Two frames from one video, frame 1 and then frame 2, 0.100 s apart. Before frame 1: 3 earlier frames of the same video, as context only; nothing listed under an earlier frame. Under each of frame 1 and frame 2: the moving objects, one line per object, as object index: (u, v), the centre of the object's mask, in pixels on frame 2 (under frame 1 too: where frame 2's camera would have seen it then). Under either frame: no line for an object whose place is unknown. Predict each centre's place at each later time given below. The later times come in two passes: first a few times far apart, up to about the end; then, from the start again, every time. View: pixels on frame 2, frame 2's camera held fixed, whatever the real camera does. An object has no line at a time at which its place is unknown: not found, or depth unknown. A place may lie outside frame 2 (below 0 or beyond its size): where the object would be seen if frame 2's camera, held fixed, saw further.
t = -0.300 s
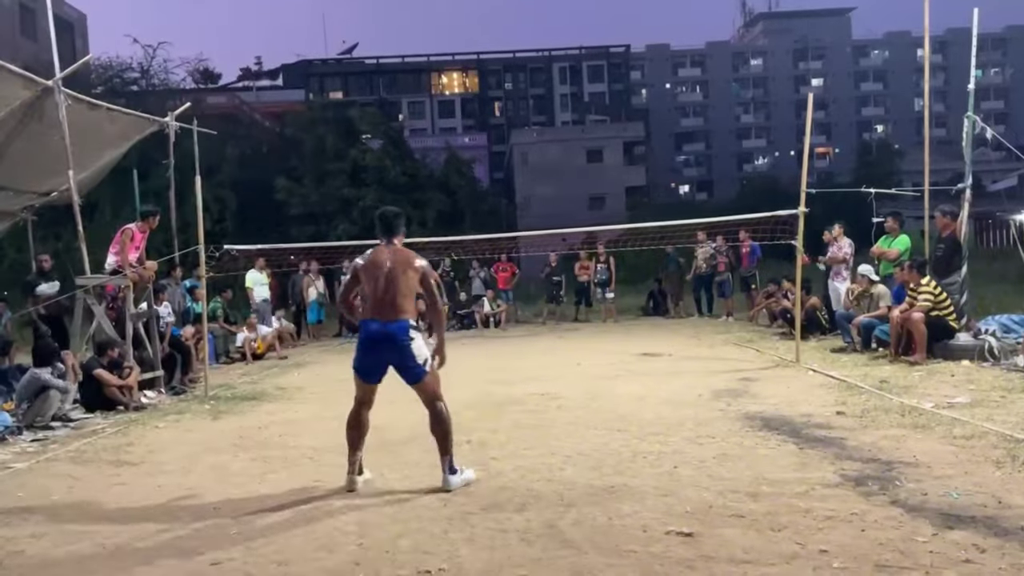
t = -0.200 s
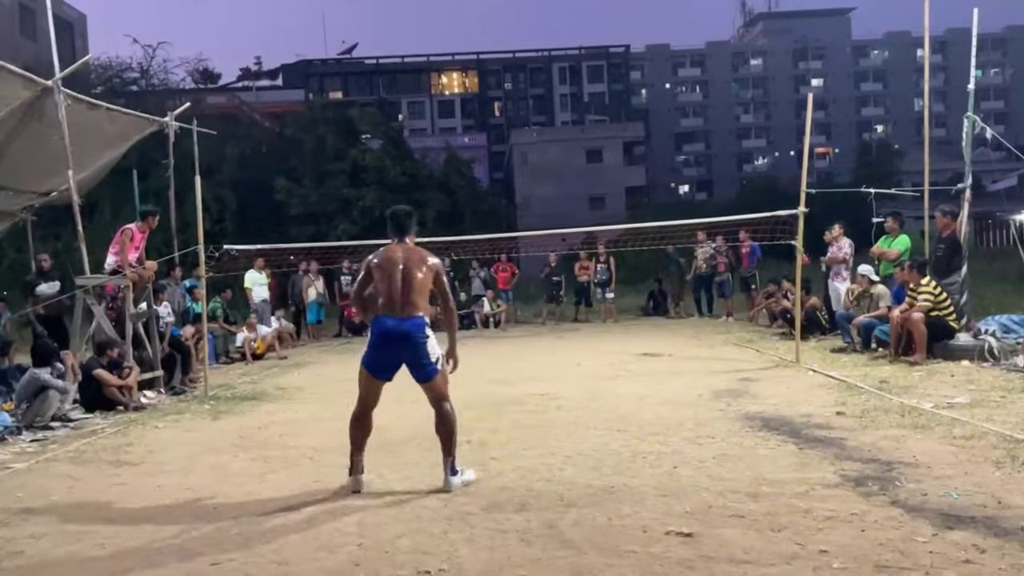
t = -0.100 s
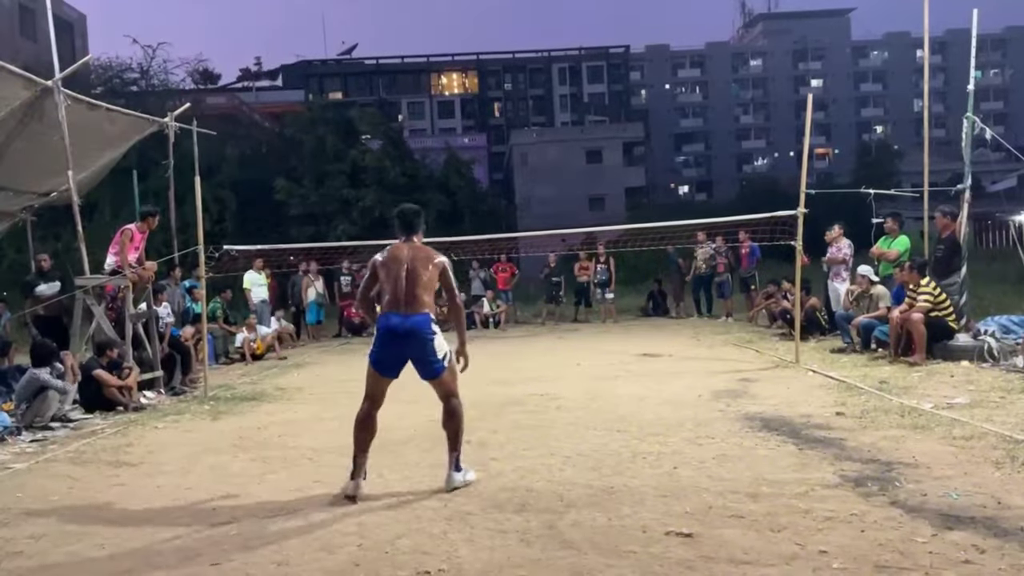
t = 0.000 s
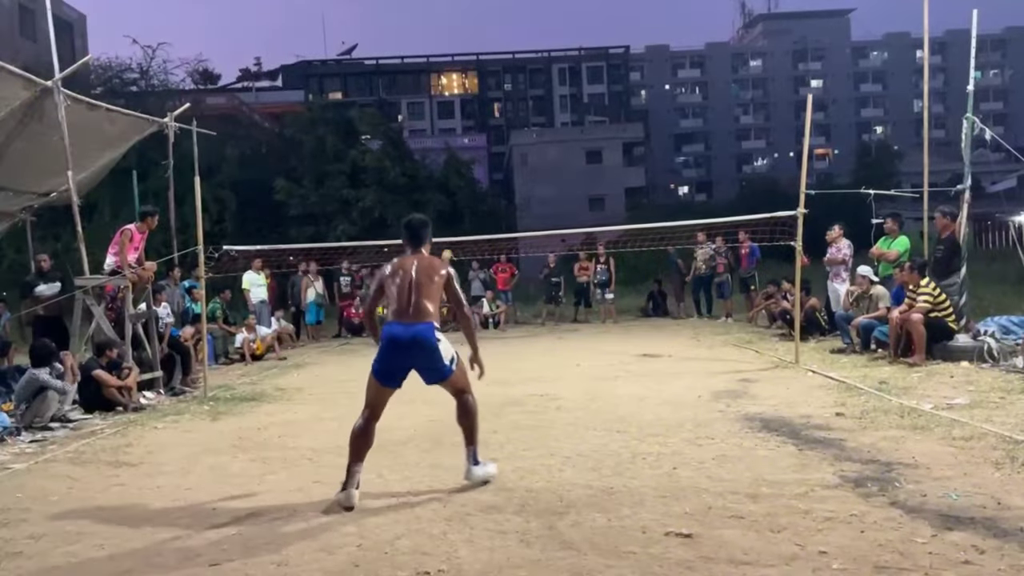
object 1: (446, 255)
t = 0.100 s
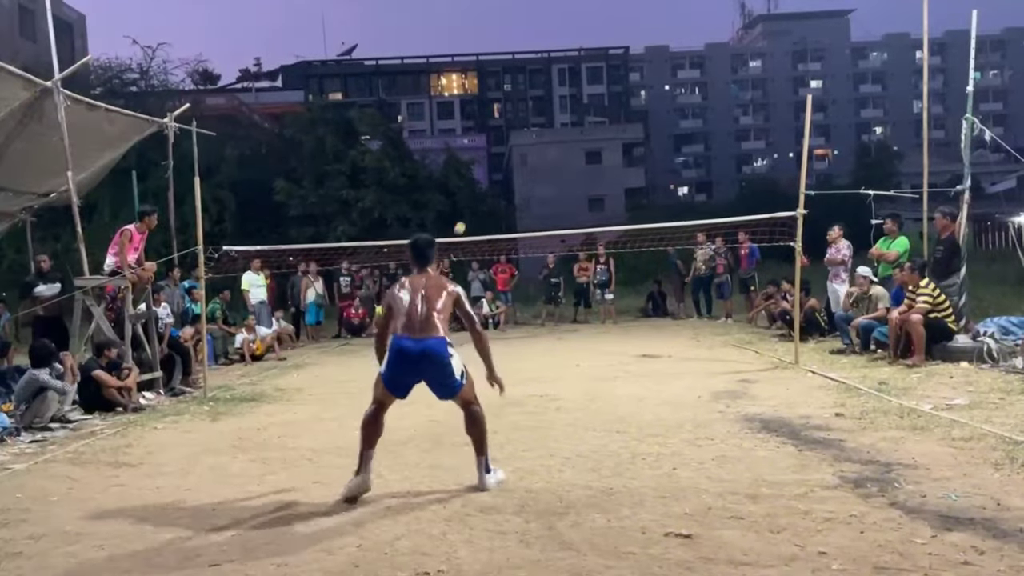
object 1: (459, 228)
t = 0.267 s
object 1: (488, 191)
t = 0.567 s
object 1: (568, 173)
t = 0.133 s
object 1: (464, 220)
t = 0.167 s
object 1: (470, 211)
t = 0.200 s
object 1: (475, 205)
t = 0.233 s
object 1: (481, 198)
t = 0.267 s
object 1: (488, 191)
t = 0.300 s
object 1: (494, 186)
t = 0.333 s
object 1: (501, 181)
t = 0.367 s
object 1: (510, 177)
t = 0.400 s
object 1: (517, 174)
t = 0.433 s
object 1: (526, 172)
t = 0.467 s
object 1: (536, 171)
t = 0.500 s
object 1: (545, 170)
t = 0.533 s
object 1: (555, 171)
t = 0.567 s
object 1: (568, 173)
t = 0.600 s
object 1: (580, 177)
